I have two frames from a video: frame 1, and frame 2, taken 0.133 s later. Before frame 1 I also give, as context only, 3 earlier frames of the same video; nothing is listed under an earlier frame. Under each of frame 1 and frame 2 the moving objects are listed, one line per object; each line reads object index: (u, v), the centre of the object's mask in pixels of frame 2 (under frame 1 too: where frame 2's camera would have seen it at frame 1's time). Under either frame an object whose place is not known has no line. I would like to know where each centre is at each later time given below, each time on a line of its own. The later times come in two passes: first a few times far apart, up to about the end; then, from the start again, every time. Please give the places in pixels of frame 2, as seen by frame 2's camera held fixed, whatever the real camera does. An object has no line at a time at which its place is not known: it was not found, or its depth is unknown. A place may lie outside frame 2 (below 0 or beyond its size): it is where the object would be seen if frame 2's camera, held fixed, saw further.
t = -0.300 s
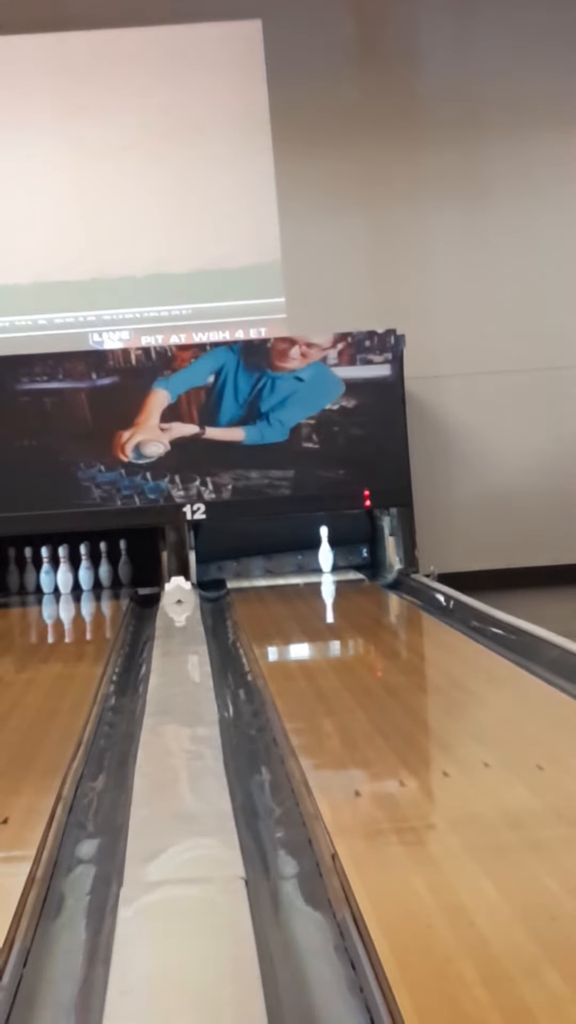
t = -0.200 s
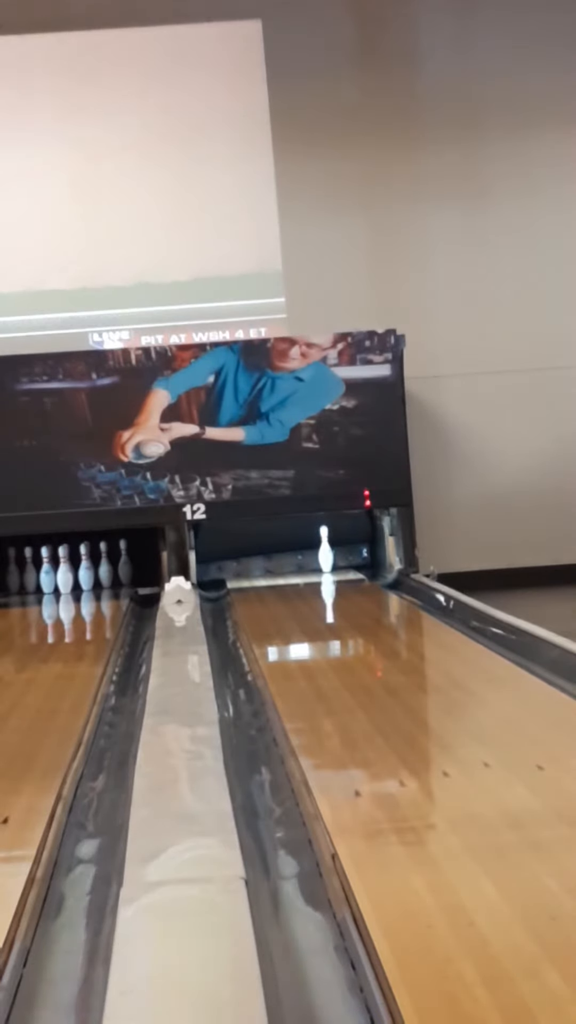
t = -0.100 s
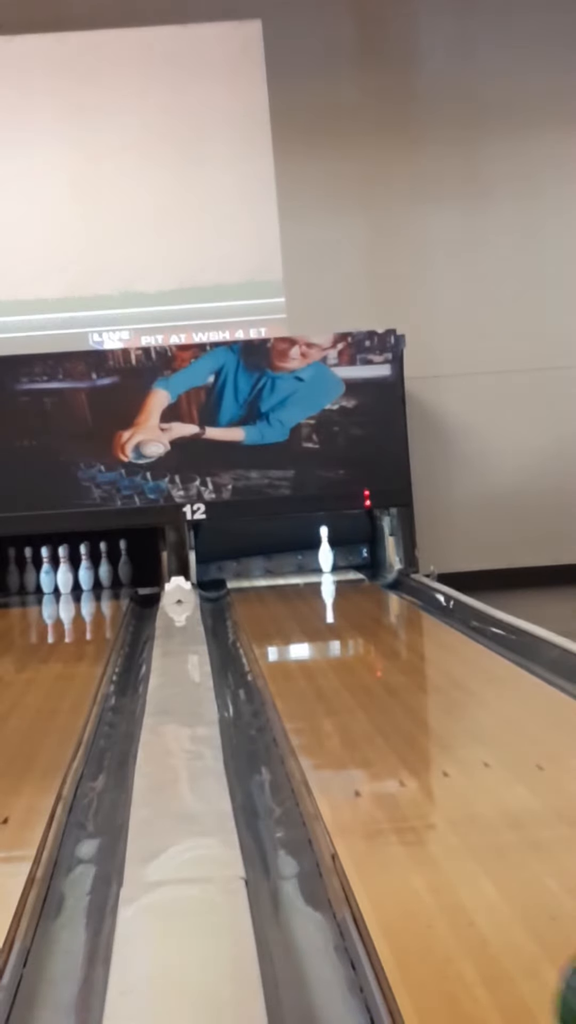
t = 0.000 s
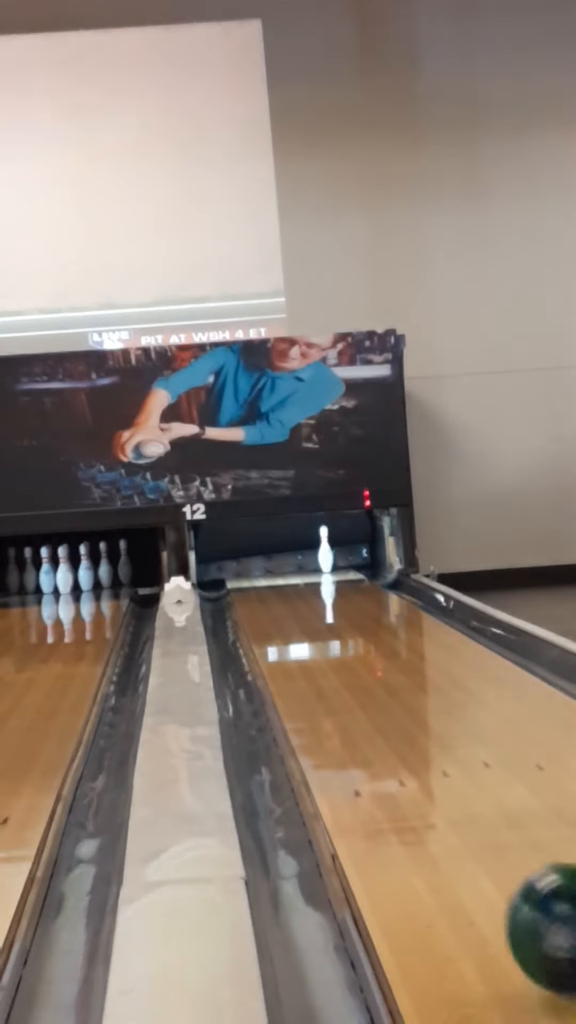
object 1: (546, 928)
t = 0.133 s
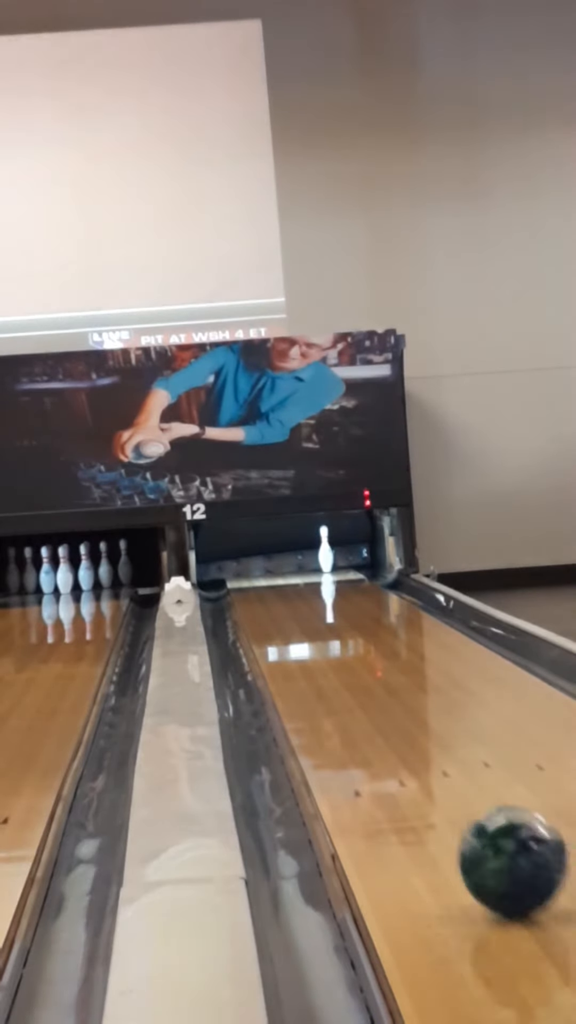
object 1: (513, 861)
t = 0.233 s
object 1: (480, 819)
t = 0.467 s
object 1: (428, 750)
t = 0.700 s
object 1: (395, 706)
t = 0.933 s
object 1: (371, 672)
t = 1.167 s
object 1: (352, 647)
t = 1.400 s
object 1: (340, 629)
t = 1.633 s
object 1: (330, 613)
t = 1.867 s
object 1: (321, 600)
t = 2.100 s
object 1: (313, 589)
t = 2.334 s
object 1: (307, 580)
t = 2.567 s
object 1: (301, 572)
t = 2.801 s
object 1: (297, 565)
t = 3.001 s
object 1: (293, 562)
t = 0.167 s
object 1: (501, 847)
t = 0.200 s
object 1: (490, 833)
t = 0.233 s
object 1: (480, 819)
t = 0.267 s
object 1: (471, 807)
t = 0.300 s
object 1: (462, 796)
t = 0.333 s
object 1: (455, 786)
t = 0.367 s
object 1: (447, 776)
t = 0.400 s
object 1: (441, 767)
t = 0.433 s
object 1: (434, 758)
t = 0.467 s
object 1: (428, 750)
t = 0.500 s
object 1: (422, 742)
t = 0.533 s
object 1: (417, 736)
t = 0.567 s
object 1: (412, 729)
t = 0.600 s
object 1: (407, 722)
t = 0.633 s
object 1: (403, 716)
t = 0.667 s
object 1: (399, 711)
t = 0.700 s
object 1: (395, 706)
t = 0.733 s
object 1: (390, 700)
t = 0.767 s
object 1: (387, 695)
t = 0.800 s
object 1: (383, 690)
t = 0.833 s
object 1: (380, 685)
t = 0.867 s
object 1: (377, 681)
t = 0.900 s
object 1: (374, 677)
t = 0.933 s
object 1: (371, 672)
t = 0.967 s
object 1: (368, 669)
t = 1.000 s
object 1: (365, 664)
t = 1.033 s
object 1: (362, 661)
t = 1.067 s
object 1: (359, 657)
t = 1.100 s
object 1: (357, 653)
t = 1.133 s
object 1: (355, 650)
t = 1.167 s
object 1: (352, 647)
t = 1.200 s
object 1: (351, 643)
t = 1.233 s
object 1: (348, 641)
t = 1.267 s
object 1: (347, 639)
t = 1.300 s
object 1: (345, 636)
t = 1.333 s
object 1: (344, 633)
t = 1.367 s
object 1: (342, 631)
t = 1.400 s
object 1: (340, 629)
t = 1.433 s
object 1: (339, 626)
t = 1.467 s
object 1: (337, 624)
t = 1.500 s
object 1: (336, 621)
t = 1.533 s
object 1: (334, 619)
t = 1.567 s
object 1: (333, 617)
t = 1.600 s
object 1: (331, 616)
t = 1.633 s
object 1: (330, 613)
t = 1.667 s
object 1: (329, 611)
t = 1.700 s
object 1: (327, 609)
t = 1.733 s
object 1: (326, 607)
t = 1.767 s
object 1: (324, 605)
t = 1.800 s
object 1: (323, 603)
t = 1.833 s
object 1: (322, 602)
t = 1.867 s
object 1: (321, 600)
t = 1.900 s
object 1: (320, 599)
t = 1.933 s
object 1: (319, 597)
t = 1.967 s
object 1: (317, 596)
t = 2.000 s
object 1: (316, 594)
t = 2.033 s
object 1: (315, 593)
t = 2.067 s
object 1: (313, 590)
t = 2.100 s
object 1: (313, 589)
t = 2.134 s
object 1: (312, 587)
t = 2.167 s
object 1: (311, 587)
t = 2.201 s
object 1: (310, 586)
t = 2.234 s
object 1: (309, 585)
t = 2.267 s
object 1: (309, 584)
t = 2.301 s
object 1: (308, 582)
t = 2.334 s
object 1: (307, 580)
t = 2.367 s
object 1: (306, 579)
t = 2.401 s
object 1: (305, 578)
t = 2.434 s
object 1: (305, 577)
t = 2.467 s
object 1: (304, 576)
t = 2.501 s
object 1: (303, 575)
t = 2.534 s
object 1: (302, 574)
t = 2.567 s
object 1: (301, 572)
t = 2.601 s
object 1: (301, 572)
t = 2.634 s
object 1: (300, 572)
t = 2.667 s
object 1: (299, 570)
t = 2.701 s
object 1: (298, 570)
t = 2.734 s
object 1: (298, 569)
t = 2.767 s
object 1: (298, 567)
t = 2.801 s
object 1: (297, 565)
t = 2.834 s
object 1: (297, 565)
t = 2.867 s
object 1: (296, 564)
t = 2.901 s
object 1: (295, 563)
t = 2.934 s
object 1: (294, 562)
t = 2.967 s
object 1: (294, 561)
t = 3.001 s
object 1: (293, 562)
